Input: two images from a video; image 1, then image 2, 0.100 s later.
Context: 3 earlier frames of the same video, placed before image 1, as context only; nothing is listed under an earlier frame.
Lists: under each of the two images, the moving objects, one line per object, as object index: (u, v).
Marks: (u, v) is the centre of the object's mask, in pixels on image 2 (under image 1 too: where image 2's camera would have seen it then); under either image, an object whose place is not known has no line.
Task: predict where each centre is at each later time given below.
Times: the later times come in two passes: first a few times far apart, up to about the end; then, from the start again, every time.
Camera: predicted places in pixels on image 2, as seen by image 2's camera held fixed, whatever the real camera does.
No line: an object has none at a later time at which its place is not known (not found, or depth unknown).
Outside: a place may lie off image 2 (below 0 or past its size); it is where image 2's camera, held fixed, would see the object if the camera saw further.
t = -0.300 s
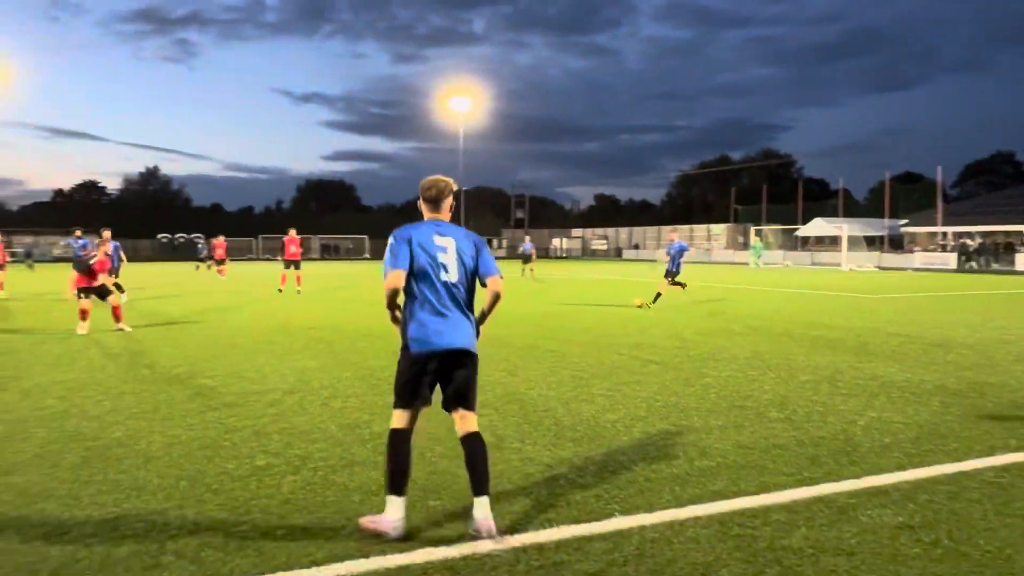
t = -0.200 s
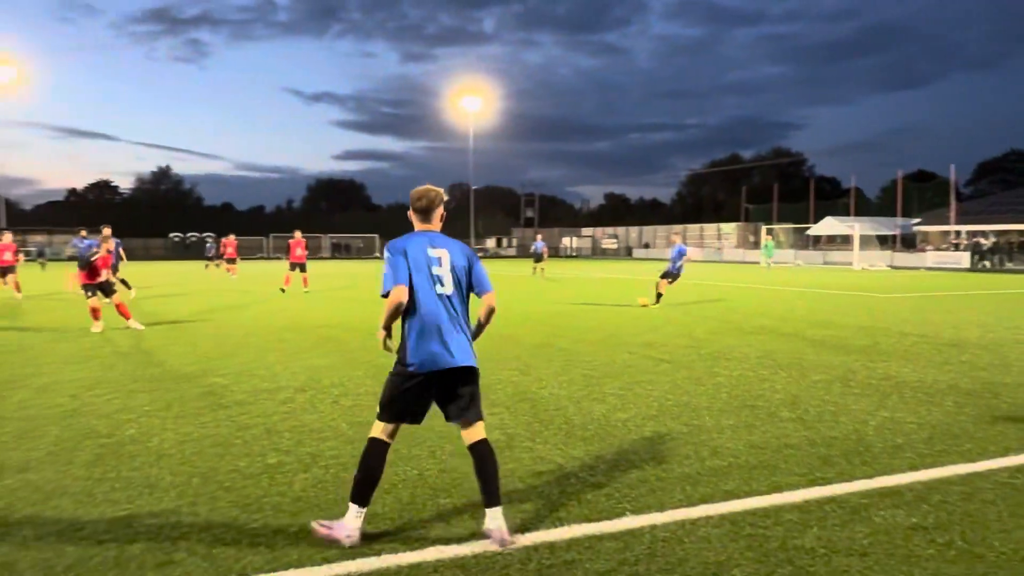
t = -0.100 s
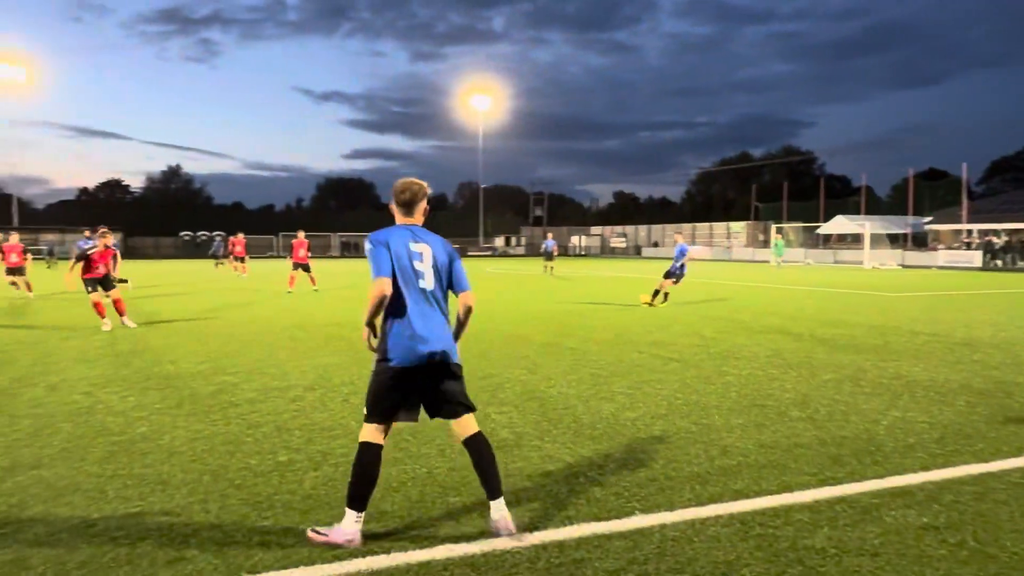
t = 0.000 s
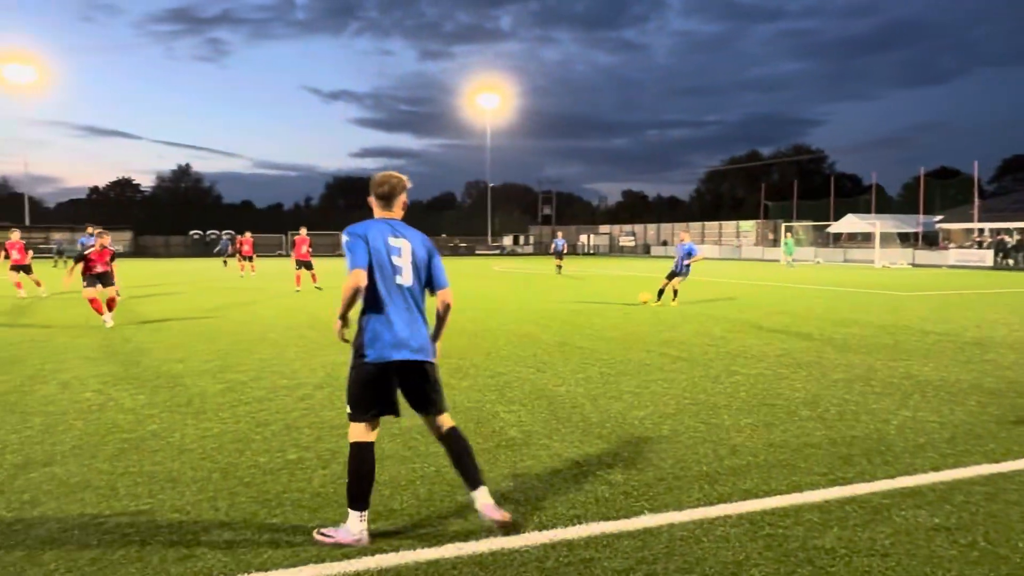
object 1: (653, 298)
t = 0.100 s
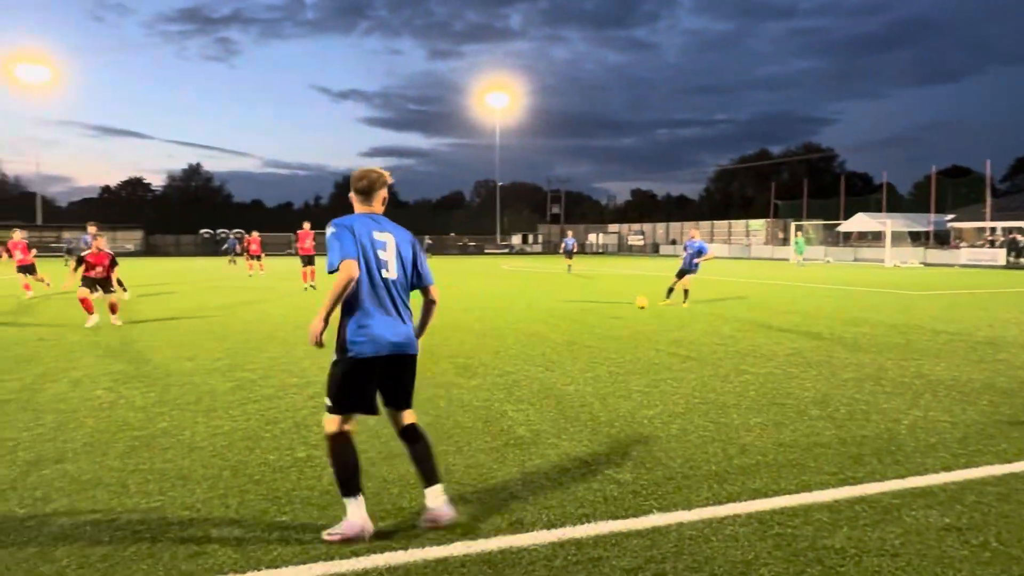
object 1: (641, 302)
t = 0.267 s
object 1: (621, 324)
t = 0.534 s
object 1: (572, 340)
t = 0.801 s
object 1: (486, 381)
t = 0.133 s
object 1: (637, 306)
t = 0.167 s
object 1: (633, 310)
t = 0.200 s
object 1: (630, 316)
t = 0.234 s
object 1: (625, 323)
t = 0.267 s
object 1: (621, 324)
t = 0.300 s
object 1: (617, 323)
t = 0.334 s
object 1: (611, 322)
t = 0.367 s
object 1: (606, 322)
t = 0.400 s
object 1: (600, 323)
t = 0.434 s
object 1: (594, 326)
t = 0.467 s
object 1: (587, 329)
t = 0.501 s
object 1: (580, 334)
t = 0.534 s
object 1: (572, 340)
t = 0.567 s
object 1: (563, 348)
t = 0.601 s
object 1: (554, 358)
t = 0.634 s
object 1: (544, 368)
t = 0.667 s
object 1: (534, 370)
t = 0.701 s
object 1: (525, 370)
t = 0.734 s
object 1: (512, 372)
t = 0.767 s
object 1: (499, 376)
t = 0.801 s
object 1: (486, 381)
